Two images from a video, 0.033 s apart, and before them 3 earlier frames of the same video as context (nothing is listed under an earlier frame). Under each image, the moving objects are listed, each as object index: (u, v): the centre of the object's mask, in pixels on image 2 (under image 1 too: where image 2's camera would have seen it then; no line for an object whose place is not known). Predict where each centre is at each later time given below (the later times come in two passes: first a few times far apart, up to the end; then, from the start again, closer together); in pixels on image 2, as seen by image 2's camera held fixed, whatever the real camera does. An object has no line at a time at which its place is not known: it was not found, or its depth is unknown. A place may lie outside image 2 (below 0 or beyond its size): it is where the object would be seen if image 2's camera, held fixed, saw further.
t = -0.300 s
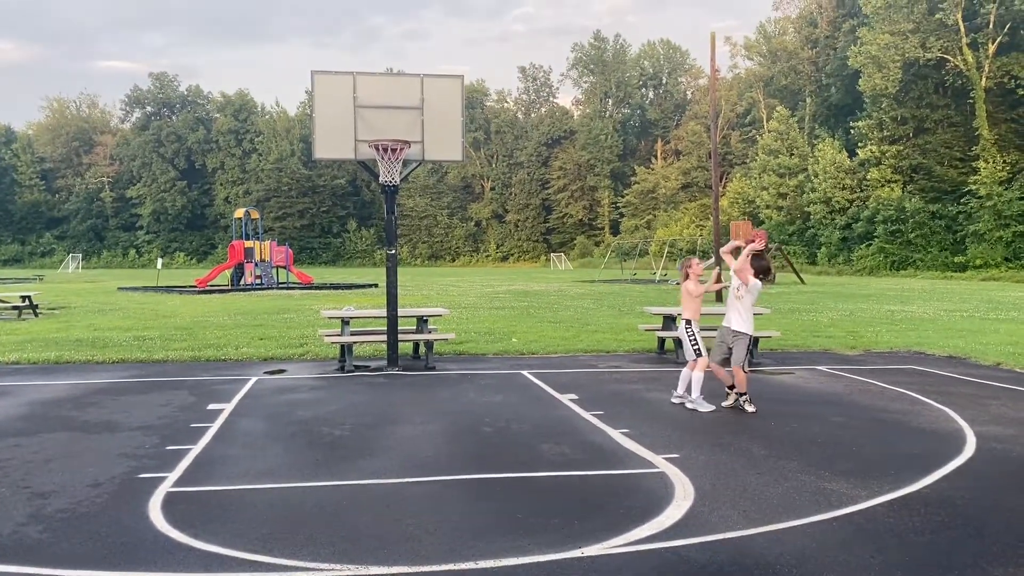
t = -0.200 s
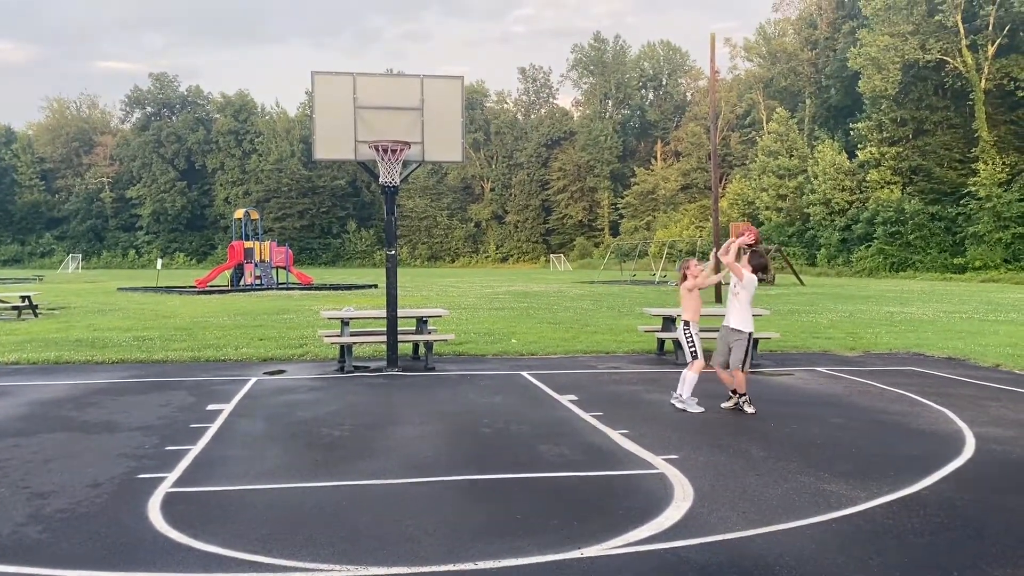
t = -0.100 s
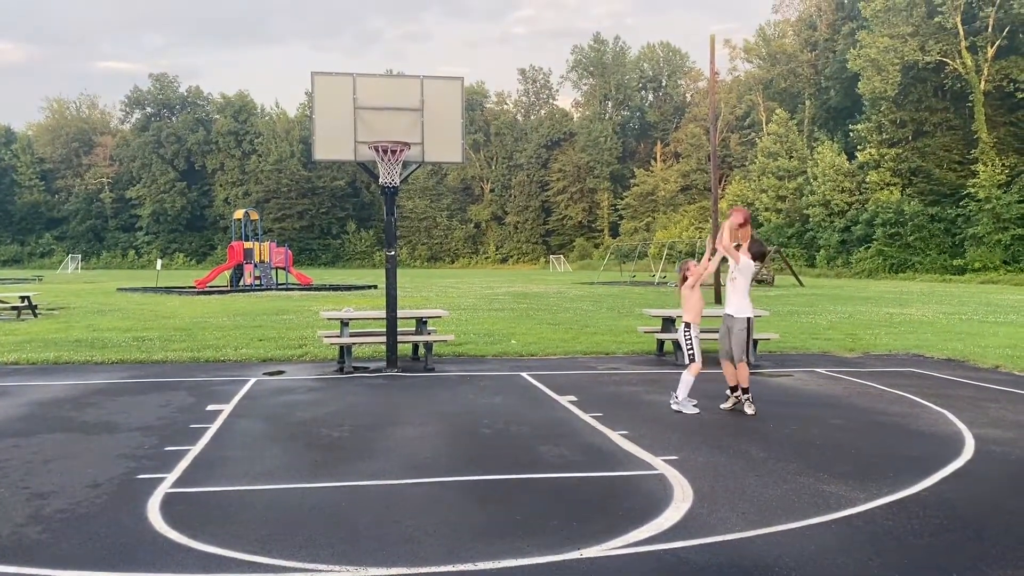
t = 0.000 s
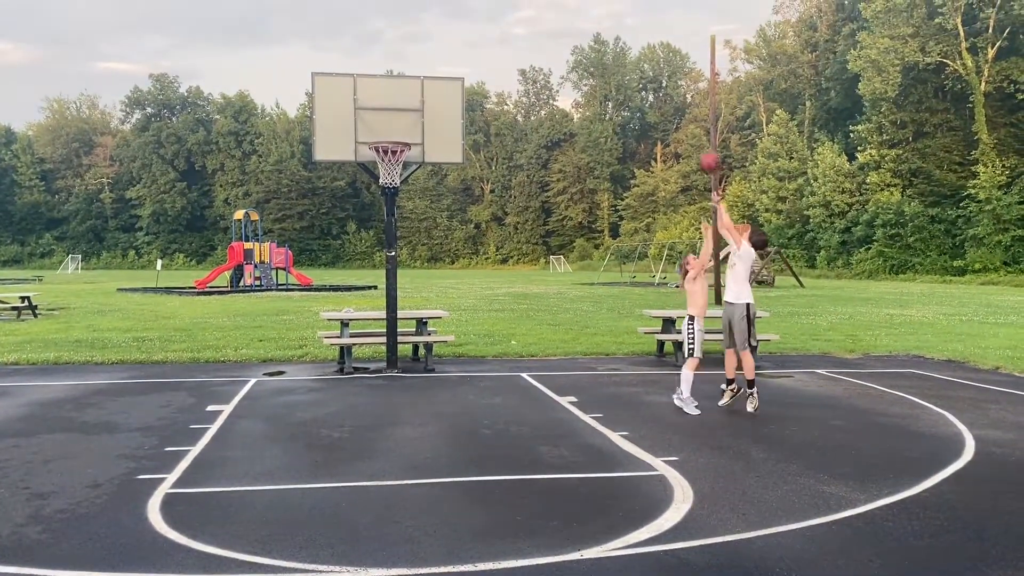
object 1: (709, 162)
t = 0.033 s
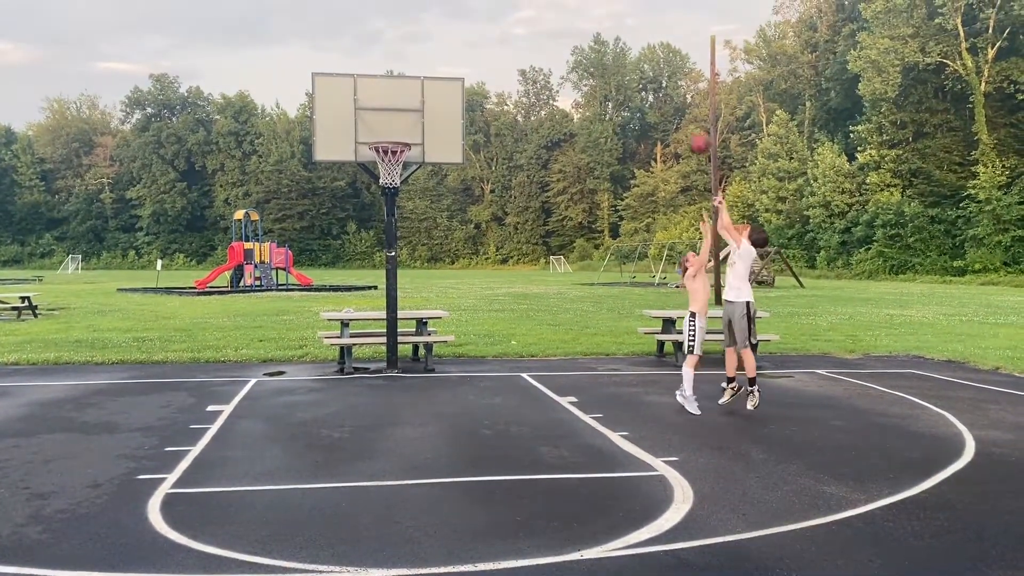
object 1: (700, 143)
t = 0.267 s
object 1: (629, 47)
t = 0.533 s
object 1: (554, 5)
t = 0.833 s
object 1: (477, 28)
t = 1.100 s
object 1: (415, 113)
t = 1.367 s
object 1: (347, 118)
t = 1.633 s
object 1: (311, 118)
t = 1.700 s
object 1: (302, 127)
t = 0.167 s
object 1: (658, 82)
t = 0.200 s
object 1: (649, 69)
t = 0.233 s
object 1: (638, 57)
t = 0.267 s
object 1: (629, 47)
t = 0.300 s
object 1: (619, 37)
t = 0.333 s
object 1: (609, 29)
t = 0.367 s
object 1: (600, 22)
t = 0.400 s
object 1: (590, 16)
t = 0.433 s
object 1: (581, 11)
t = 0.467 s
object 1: (572, 8)
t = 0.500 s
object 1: (563, 6)
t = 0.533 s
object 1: (554, 5)
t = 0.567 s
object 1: (545, 4)
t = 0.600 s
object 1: (537, 4)
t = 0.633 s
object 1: (528, 5)
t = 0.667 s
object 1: (519, 6)
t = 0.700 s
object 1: (510, 8)
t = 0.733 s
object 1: (502, 11)
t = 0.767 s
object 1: (494, 16)
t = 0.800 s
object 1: (485, 22)
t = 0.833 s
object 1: (477, 28)
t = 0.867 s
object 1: (469, 36)
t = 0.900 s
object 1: (461, 44)
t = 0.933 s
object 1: (453, 54)
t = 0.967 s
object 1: (445, 64)
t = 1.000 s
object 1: (438, 75)
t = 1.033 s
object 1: (431, 87)
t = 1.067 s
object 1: (423, 100)
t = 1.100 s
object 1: (415, 113)
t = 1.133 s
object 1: (408, 128)
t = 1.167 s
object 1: (399, 134)
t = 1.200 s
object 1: (388, 133)
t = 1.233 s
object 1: (377, 133)
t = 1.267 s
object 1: (369, 131)
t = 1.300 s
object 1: (362, 125)
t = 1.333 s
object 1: (354, 122)
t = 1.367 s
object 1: (347, 118)
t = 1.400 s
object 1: (342, 115)
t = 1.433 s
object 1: (337, 112)
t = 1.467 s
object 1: (332, 111)
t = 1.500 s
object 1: (328, 111)
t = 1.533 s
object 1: (324, 111)
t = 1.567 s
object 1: (319, 112)
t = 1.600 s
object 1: (314, 115)
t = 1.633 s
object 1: (311, 118)
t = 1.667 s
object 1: (306, 122)
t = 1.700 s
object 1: (302, 127)
